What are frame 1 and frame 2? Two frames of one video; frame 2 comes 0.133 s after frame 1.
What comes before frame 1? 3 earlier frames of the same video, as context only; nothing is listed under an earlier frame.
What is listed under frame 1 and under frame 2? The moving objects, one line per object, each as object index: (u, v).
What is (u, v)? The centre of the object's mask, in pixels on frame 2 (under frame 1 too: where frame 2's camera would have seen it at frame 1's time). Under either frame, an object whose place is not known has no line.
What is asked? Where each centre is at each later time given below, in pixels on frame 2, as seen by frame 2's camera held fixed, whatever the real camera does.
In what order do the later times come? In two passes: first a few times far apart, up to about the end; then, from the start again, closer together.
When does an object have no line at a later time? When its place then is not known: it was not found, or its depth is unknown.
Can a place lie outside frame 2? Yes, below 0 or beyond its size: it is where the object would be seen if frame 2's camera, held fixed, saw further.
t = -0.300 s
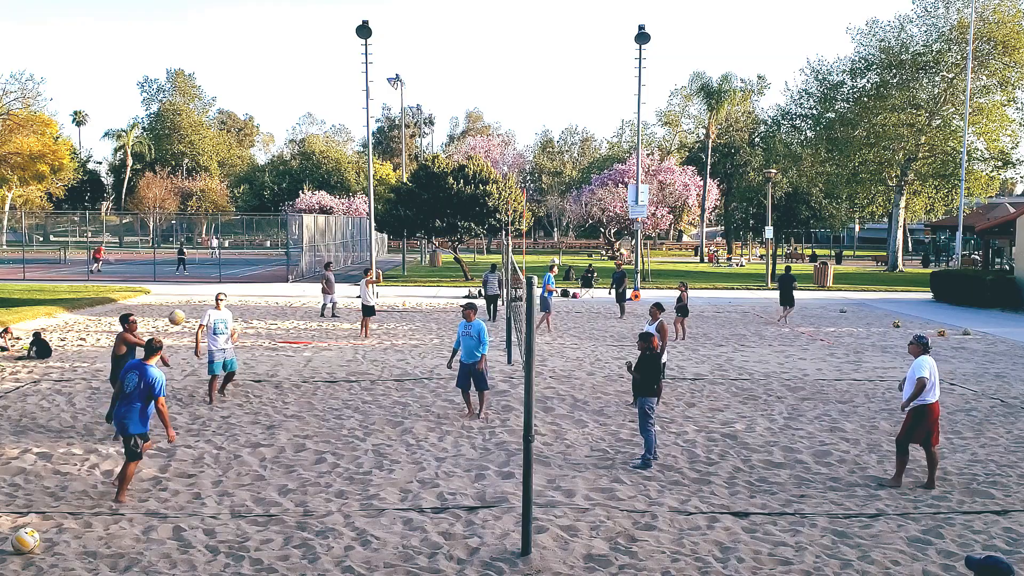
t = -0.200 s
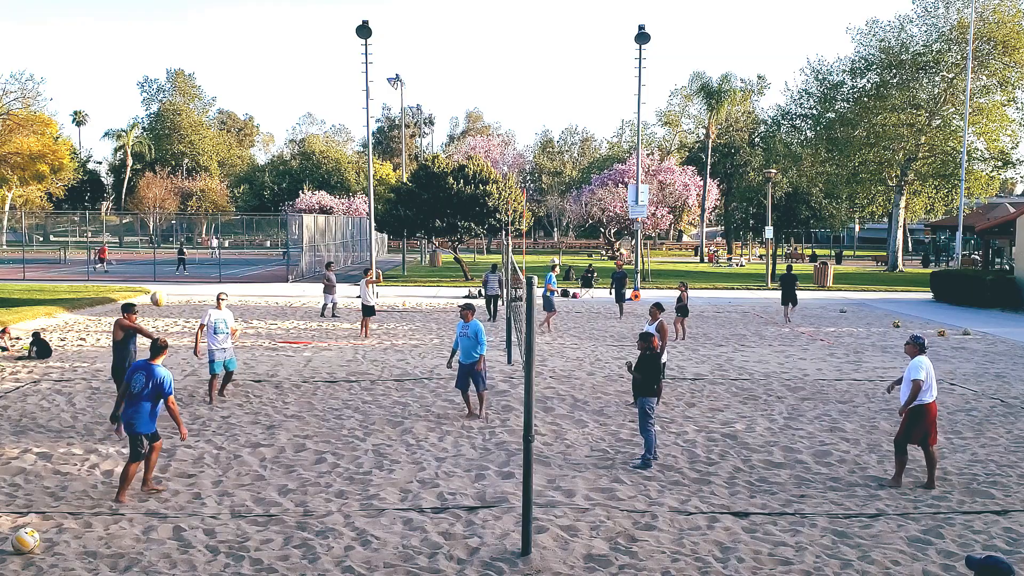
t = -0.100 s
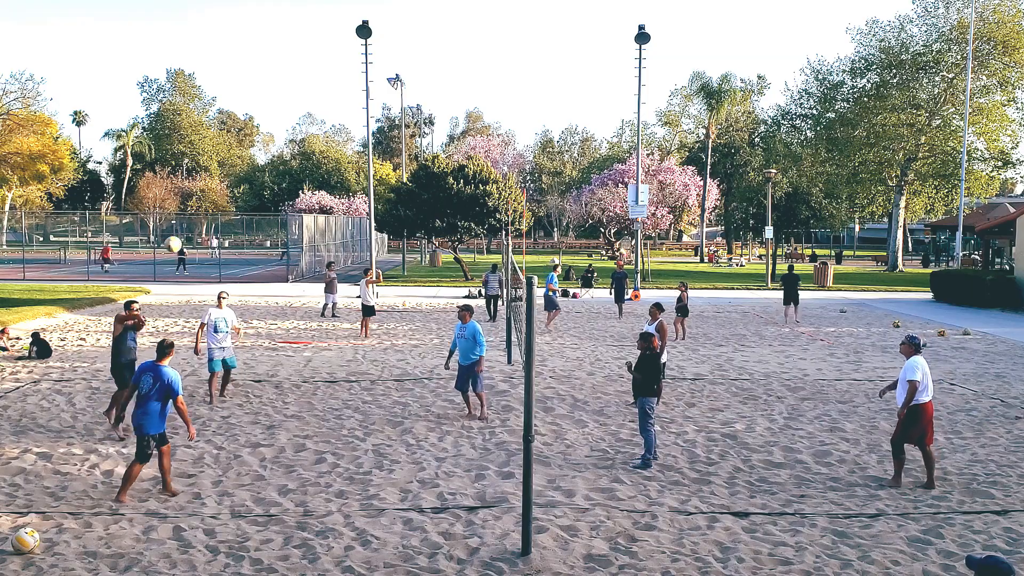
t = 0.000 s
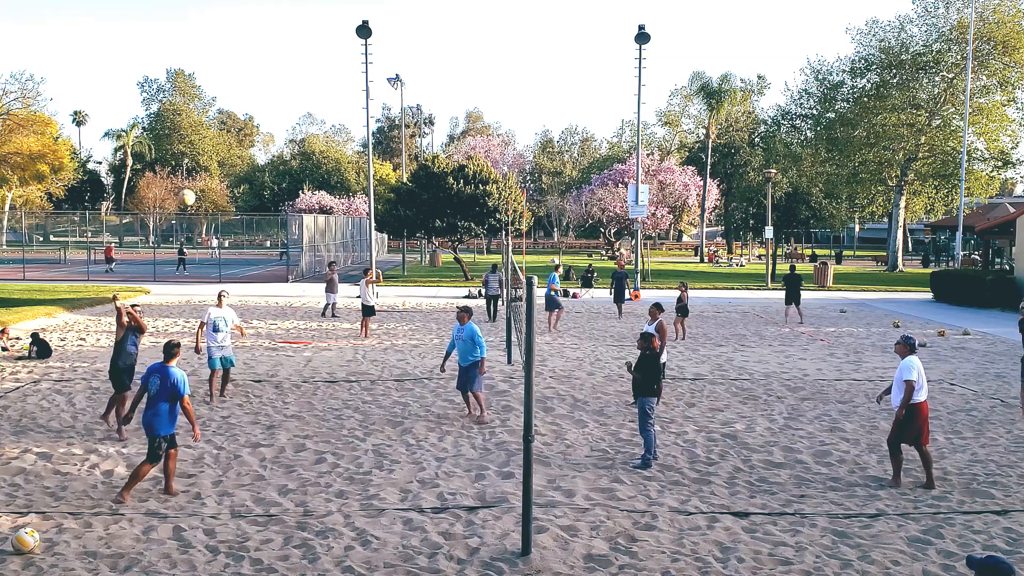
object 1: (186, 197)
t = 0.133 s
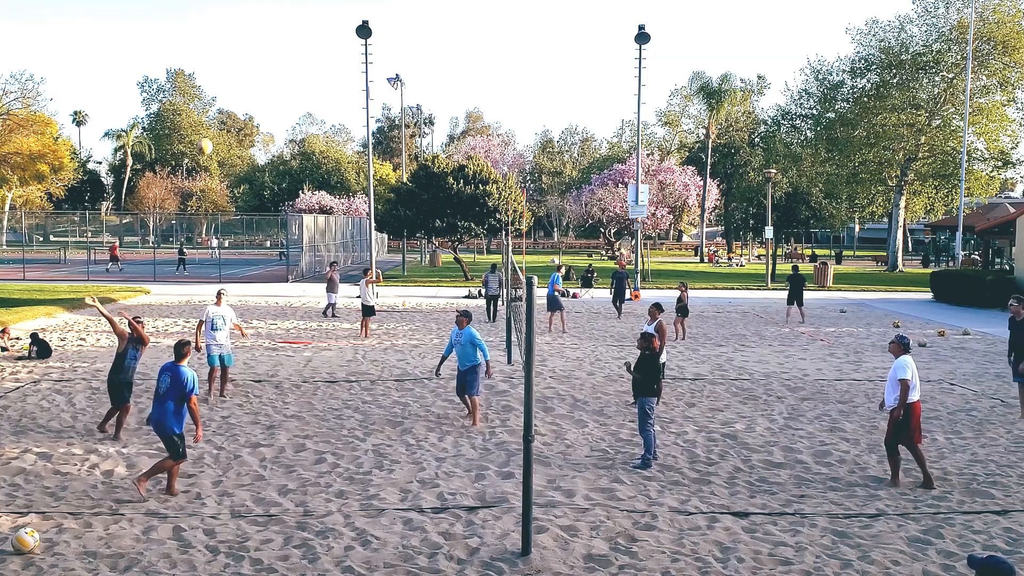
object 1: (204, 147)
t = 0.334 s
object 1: (229, 96)
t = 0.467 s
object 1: (246, 77)
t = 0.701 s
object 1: (275, 76)
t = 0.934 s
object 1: (305, 111)
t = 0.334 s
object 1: (229, 96)
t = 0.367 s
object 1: (233, 89)
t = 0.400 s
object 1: (237, 84)
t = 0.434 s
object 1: (242, 80)
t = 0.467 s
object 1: (246, 77)
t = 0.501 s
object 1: (250, 74)
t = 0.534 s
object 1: (254, 72)
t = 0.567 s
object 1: (259, 71)
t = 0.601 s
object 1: (263, 71)
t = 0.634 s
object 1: (267, 72)
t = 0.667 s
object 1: (271, 74)
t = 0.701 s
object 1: (275, 76)
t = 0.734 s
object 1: (280, 78)
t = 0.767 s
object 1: (284, 82)
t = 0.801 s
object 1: (288, 86)
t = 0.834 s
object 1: (292, 91)
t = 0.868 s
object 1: (297, 97)
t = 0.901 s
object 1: (301, 104)
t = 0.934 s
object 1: (305, 111)
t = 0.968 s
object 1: (310, 119)
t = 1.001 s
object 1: (314, 128)
